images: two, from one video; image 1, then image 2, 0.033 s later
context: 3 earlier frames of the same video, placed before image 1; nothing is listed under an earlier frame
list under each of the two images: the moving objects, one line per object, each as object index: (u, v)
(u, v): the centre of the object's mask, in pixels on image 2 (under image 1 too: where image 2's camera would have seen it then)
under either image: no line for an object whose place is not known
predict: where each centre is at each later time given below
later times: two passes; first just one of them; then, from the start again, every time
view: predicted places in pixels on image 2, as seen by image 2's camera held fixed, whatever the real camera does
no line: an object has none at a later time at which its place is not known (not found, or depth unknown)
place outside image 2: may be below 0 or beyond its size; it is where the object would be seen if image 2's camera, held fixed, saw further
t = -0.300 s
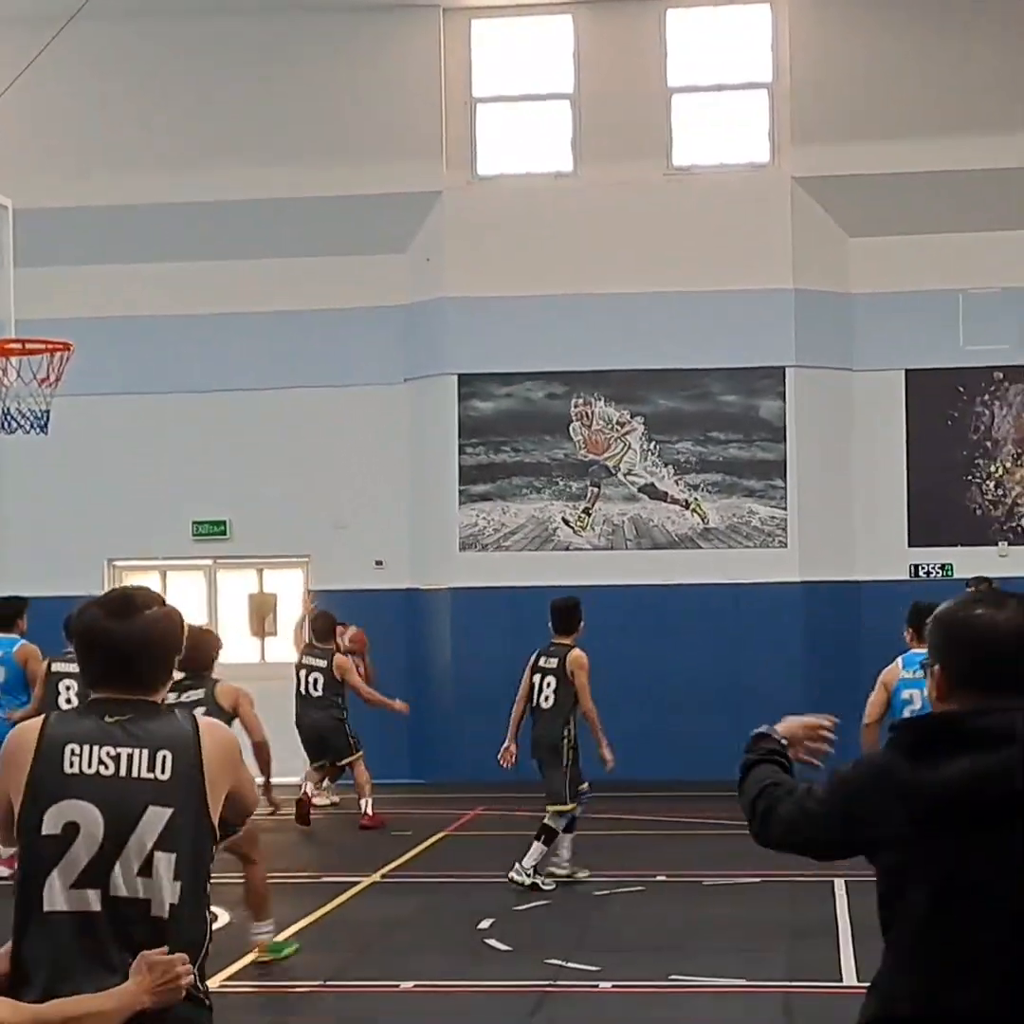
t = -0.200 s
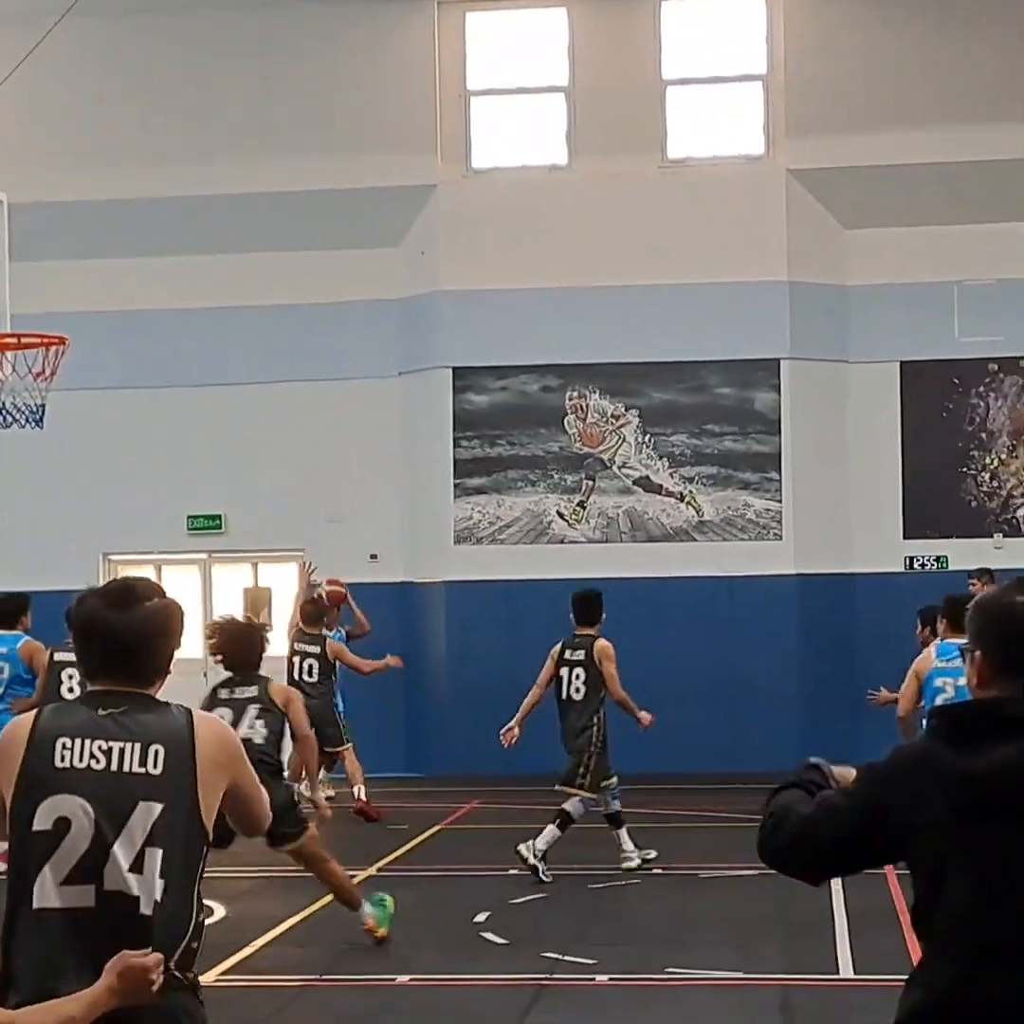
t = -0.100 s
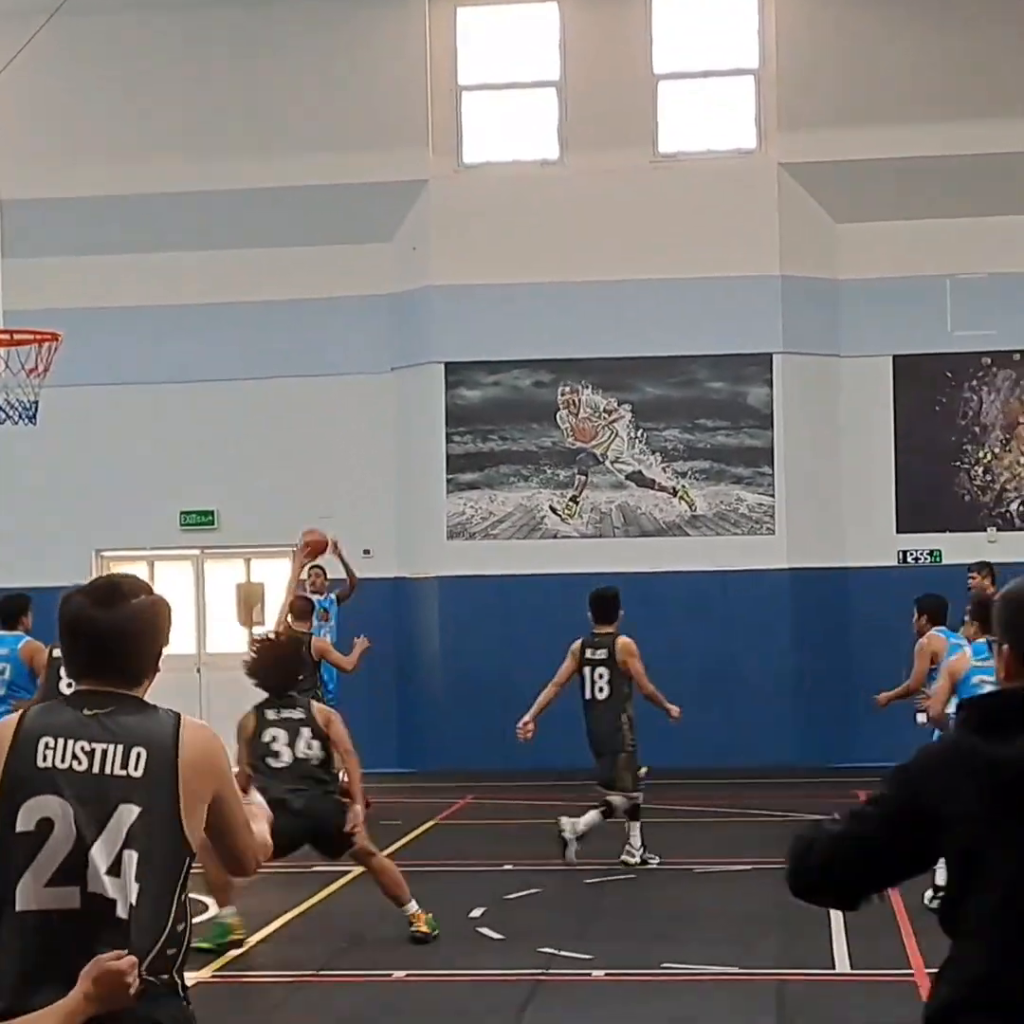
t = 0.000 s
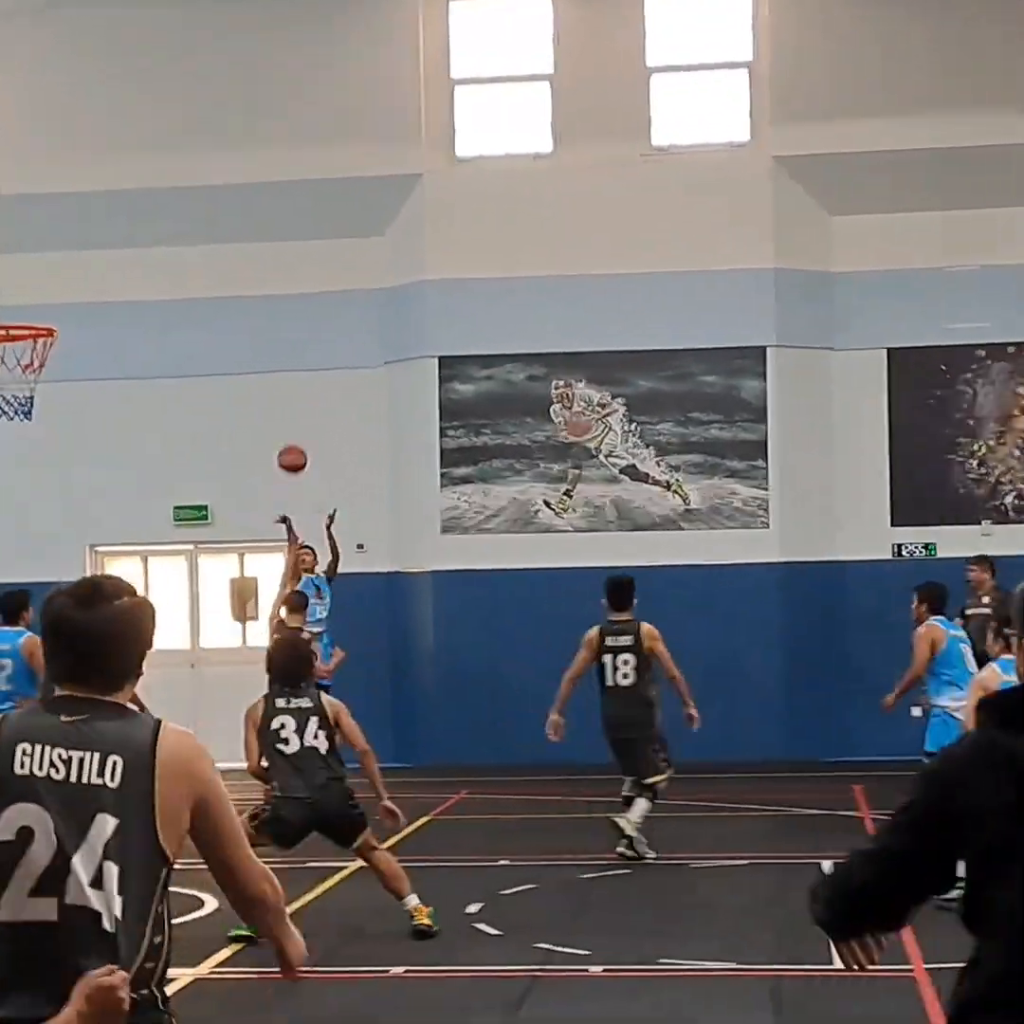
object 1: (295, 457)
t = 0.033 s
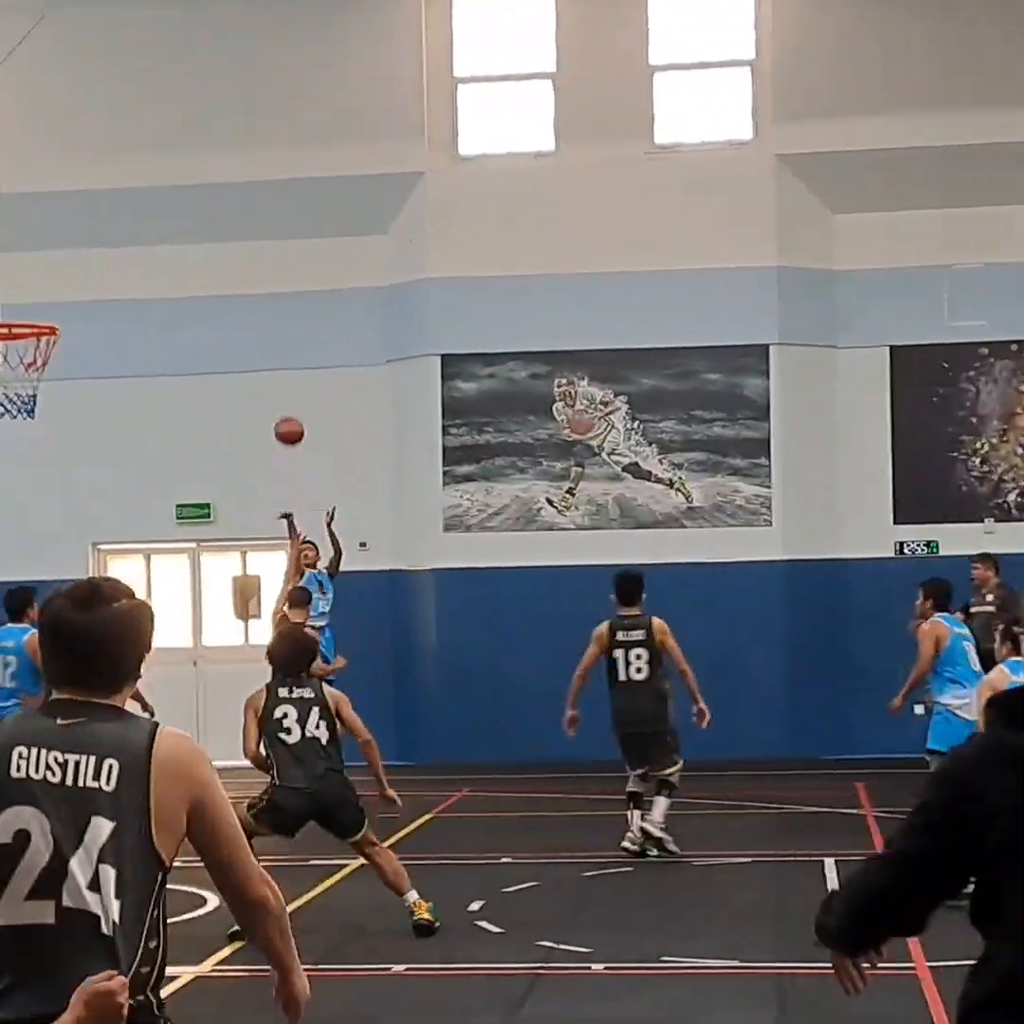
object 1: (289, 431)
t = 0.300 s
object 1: (241, 259)
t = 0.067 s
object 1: (283, 406)
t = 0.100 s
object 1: (277, 382)
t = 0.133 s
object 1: (272, 359)
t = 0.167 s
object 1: (266, 337)
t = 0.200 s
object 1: (258, 317)
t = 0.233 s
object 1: (254, 296)
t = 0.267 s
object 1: (247, 277)
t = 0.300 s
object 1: (241, 259)
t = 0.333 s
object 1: (235, 242)
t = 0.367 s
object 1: (229, 228)
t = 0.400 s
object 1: (221, 212)
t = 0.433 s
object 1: (214, 198)
